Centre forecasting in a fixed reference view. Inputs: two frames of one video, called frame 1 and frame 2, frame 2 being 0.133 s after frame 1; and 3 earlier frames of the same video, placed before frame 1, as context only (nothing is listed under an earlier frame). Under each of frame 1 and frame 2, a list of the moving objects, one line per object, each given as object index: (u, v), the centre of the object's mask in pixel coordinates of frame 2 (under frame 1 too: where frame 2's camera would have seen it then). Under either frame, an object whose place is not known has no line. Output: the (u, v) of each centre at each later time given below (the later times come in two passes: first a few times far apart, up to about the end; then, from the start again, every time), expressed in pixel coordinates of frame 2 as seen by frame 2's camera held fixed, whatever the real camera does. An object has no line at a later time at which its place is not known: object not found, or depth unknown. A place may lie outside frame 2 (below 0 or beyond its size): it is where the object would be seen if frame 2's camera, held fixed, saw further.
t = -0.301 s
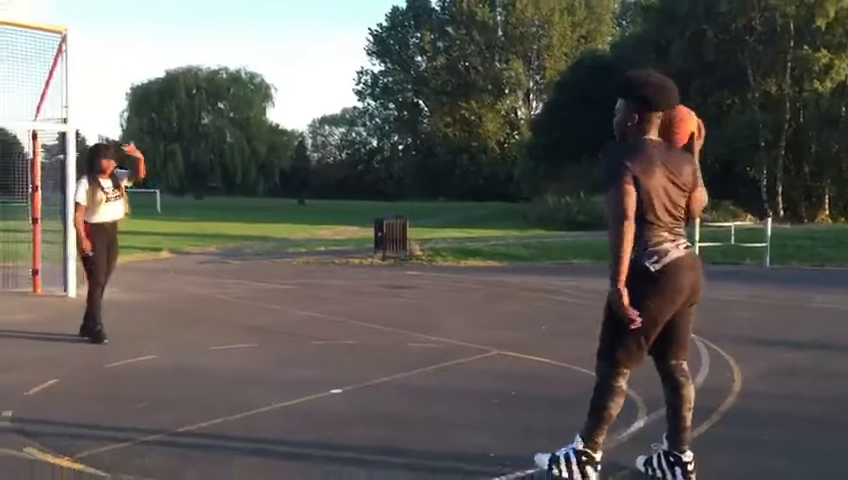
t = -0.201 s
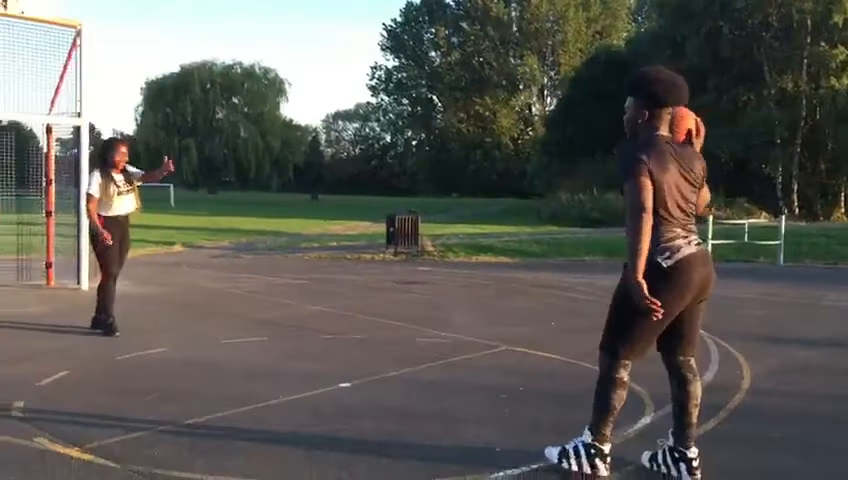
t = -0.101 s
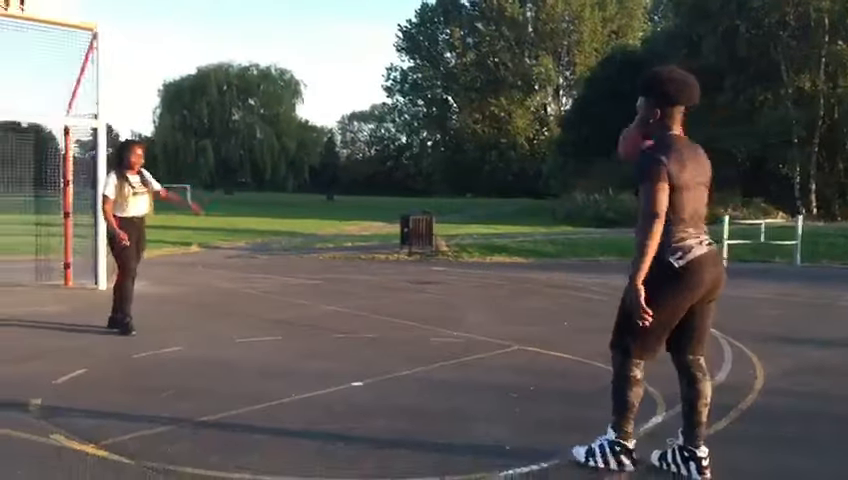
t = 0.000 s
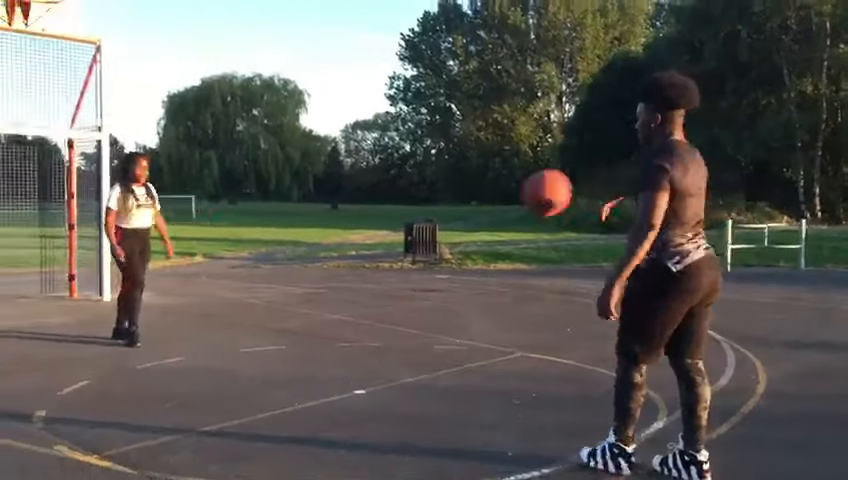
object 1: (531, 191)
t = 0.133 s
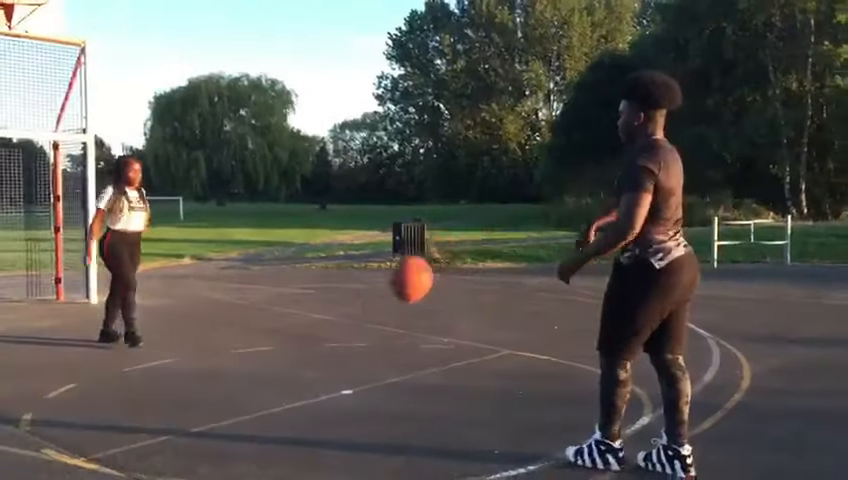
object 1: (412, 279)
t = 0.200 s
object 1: (360, 329)
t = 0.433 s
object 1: (264, 266)
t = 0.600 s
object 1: (220, 204)
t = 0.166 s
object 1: (385, 303)
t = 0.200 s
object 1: (360, 329)
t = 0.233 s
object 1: (336, 355)
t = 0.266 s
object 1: (315, 374)
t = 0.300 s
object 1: (304, 348)
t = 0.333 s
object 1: (294, 325)
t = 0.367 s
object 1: (284, 303)
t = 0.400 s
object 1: (273, 283)
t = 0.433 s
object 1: (264, 266)
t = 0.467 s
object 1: (255, 250)
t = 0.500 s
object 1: (246, 235)
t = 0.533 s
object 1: (238, 223)
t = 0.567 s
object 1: (229, 213)
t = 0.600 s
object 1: (220, 204)
